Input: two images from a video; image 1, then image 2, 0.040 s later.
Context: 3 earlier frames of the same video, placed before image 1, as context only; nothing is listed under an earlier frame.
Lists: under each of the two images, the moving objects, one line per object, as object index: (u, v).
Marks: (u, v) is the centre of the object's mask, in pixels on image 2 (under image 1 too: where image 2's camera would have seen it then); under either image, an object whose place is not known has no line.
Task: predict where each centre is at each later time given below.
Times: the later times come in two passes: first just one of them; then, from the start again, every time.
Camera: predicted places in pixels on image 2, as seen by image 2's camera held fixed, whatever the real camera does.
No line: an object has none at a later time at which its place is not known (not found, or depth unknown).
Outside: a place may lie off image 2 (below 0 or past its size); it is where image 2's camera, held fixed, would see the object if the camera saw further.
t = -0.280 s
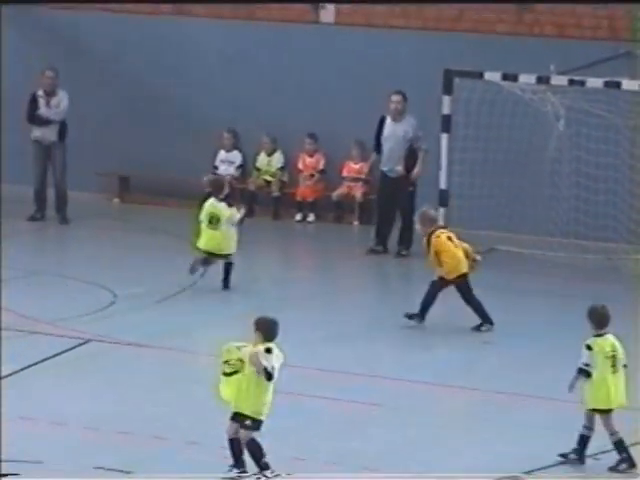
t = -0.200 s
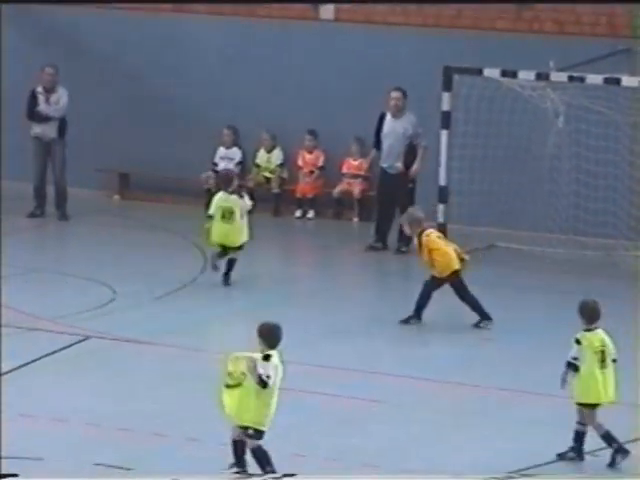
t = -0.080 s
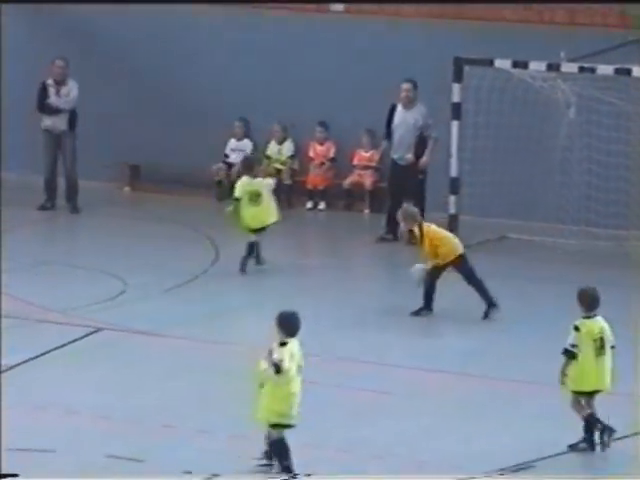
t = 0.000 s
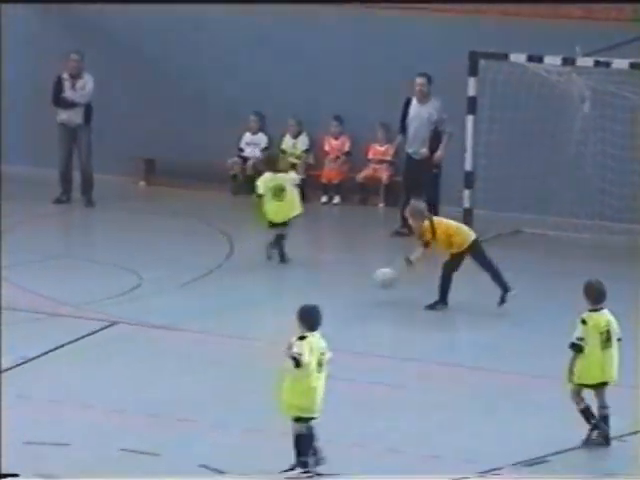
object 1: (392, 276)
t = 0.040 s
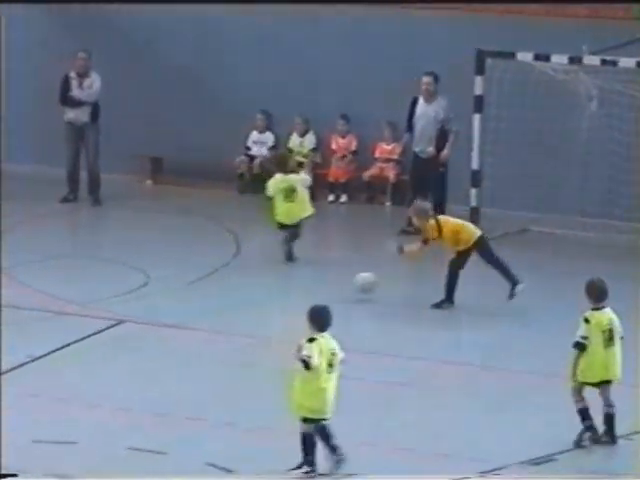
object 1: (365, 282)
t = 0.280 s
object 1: (243, 272)
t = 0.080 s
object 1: (338, 289)
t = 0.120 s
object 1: (319, 283)
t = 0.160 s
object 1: (300, 276)
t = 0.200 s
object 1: (281, 273)
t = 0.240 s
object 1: (262, 272)
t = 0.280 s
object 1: (243, 272)
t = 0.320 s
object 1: (224, 273)
